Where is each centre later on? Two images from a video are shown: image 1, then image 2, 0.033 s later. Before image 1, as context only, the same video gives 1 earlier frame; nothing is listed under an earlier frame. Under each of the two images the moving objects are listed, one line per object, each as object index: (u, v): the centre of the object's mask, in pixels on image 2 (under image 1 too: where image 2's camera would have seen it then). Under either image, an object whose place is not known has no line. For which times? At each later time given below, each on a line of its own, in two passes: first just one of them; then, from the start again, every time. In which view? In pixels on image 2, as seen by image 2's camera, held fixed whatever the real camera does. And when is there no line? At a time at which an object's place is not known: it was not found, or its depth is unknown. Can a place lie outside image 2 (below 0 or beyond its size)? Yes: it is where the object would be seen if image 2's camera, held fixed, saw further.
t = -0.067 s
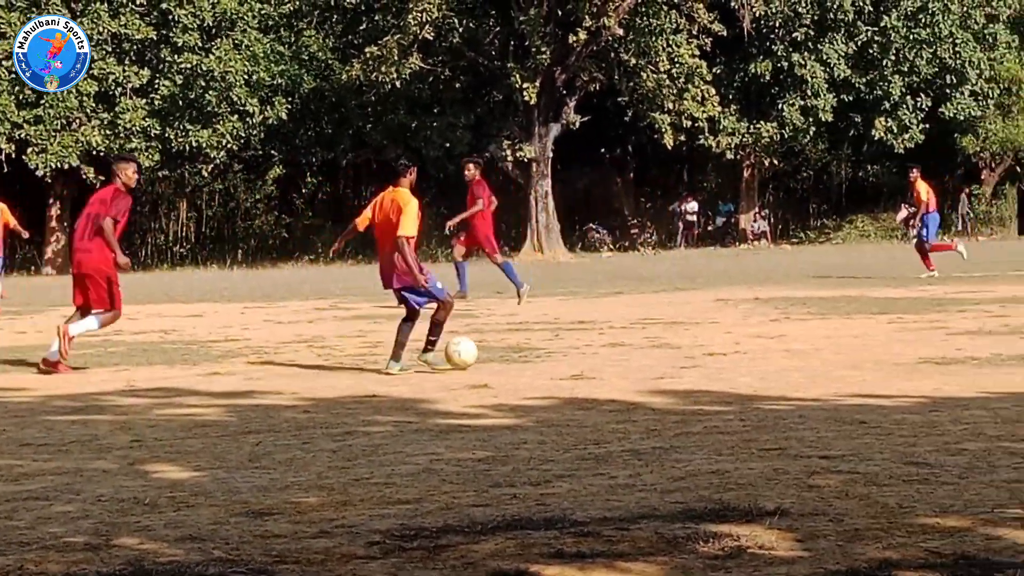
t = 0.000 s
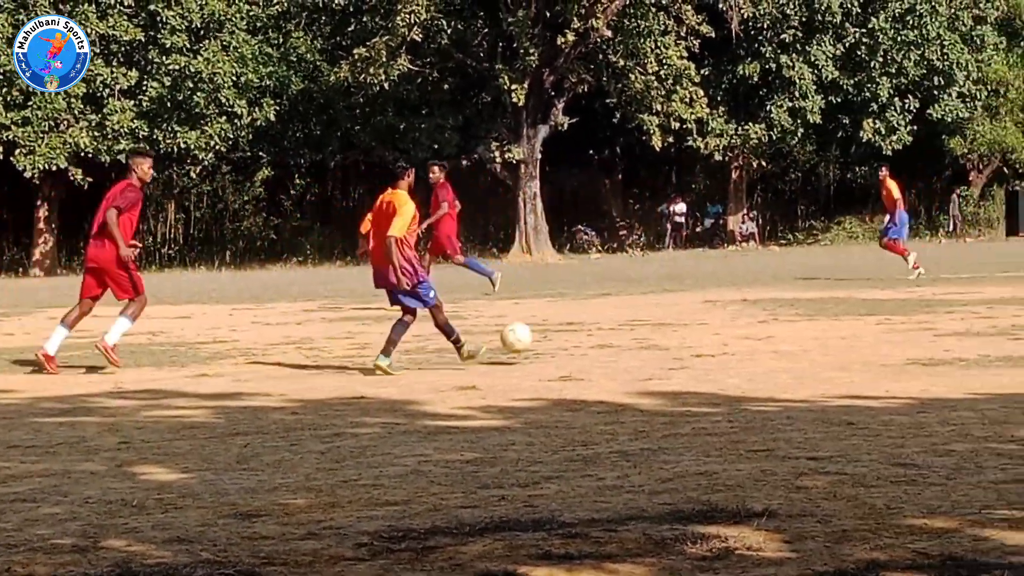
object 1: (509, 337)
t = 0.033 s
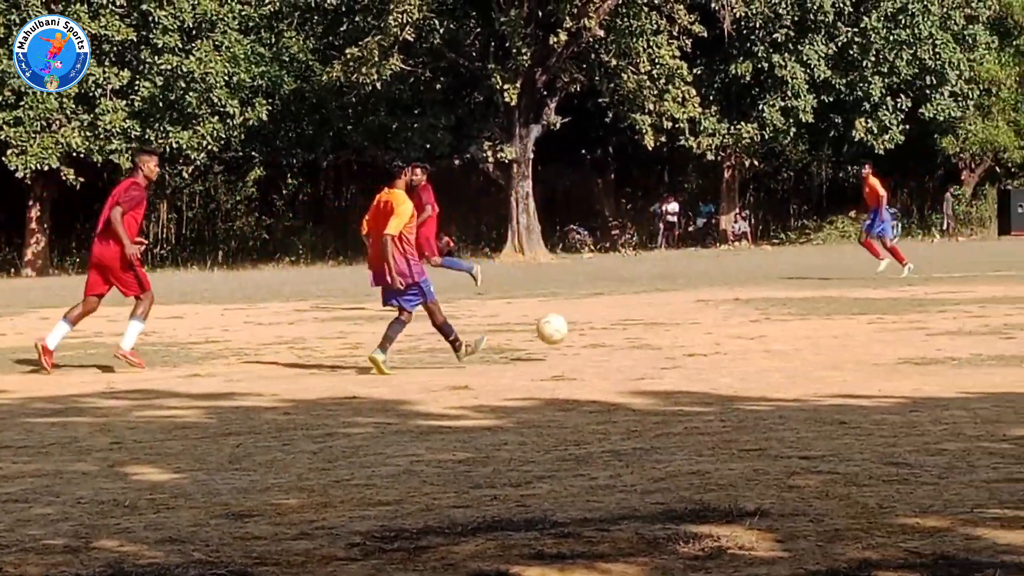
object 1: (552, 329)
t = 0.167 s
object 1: (710, 311)
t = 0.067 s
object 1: (594, 322)
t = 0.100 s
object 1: (634, 317)
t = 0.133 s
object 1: (673, 313)
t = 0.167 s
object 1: (710, 311)
